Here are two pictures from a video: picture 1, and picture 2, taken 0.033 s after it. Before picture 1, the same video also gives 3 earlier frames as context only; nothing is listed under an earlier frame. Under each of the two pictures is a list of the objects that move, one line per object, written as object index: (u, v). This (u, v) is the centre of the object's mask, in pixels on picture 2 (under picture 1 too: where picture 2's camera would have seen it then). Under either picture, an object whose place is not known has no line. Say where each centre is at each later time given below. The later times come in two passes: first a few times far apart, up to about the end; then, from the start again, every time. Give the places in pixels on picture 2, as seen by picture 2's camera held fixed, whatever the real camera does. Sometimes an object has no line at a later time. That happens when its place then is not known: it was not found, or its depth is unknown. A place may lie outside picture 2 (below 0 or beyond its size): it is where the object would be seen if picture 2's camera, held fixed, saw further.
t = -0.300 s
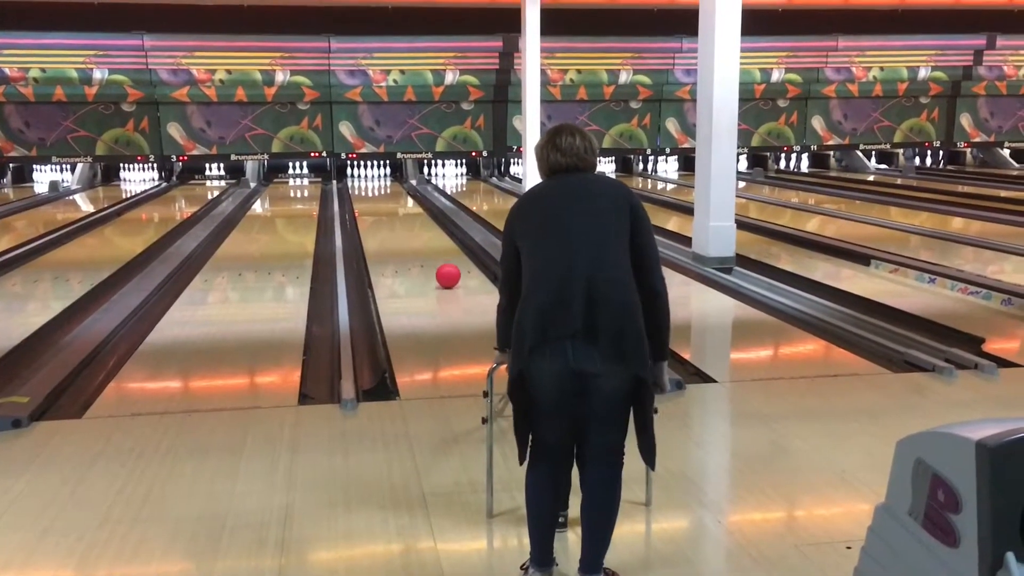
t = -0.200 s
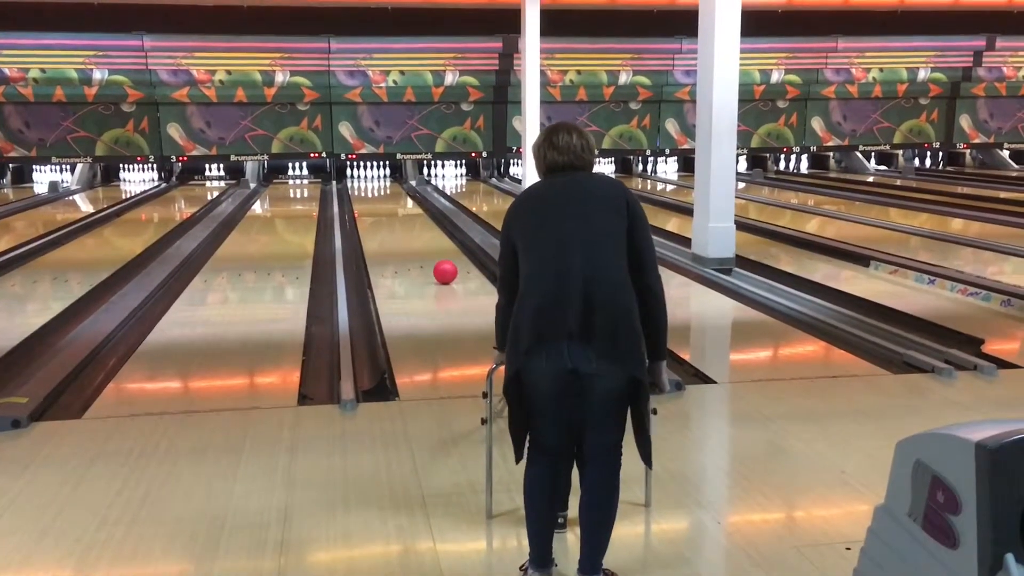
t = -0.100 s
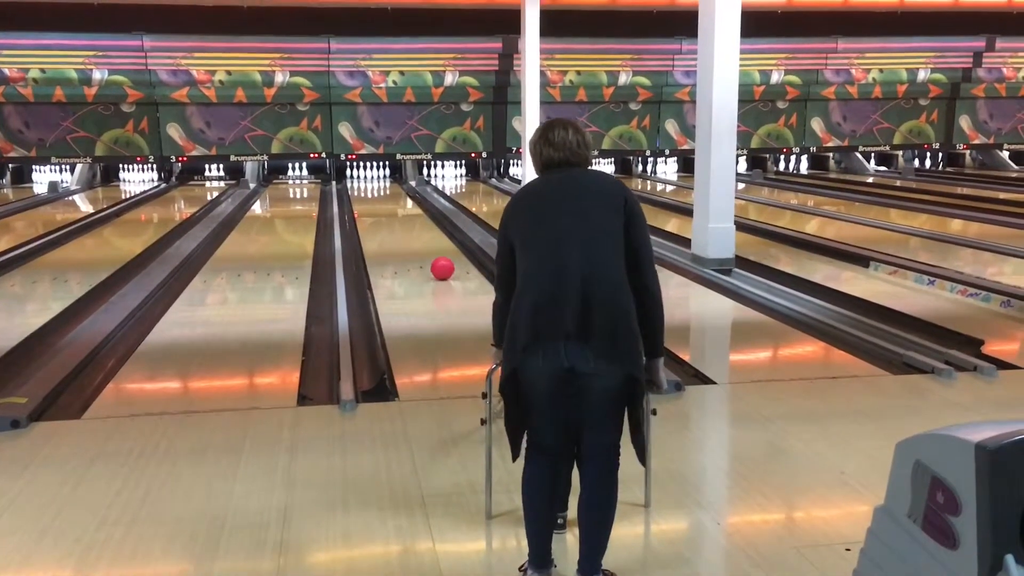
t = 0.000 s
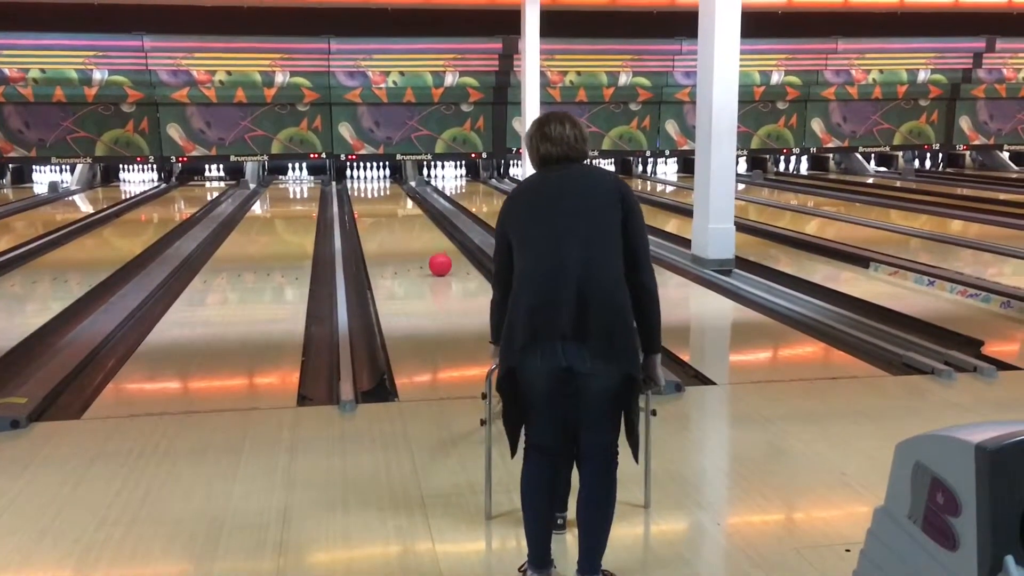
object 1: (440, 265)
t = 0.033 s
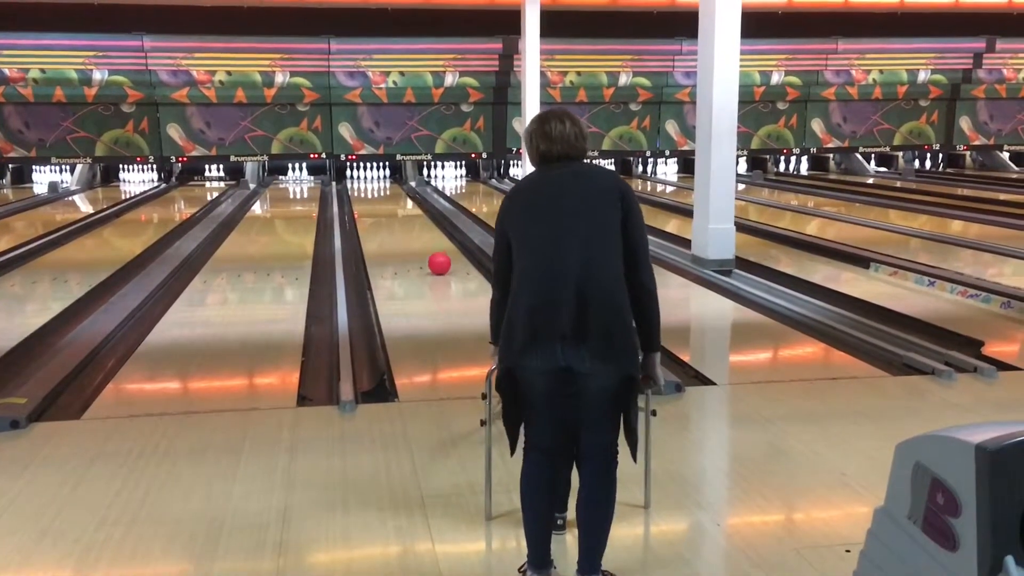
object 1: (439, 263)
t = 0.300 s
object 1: (434, 254)
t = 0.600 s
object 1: (428, 244)
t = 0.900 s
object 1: (424, 237)
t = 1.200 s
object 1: (419, 229)
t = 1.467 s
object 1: (416, 224)
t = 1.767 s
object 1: (413, 218)
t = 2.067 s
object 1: (409, 213)
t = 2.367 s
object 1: (406, 209)
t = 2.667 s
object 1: (403, 204)
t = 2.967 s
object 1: (401, 201)
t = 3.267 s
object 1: (399, 198)
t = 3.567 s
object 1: (396, 194)
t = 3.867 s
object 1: (394, 191)
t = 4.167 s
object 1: (392, 189)
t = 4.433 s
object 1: (391, 186)
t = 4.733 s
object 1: (389, 184)
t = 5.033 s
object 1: (388, 183)
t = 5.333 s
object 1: (386, 181)
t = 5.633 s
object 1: (383, 179)
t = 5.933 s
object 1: (384, 177)
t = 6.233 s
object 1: (390, 175)
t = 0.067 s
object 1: (439, 262)
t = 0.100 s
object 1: (438, 261)
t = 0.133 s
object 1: (437, 260)
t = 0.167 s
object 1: (436, 258)
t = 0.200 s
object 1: (436, 257)
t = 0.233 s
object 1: (435, 256)
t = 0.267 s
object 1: (435, 255)
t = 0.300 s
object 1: (434, 254)
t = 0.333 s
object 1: (433, 253)
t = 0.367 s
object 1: (433, 251)
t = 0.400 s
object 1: (432, 250)
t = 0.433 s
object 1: (431, 249)
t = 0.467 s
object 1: (431, 248)
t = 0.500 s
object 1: (430, 247)
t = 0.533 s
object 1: (430, 246)
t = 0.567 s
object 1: (429, 245)
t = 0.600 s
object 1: (428, 244)
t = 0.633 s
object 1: (428, 243)
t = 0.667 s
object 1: (427, 242)
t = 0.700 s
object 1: (427, 241)
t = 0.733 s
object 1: (426, 241)
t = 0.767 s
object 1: (426, 239)
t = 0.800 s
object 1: (425, 239)
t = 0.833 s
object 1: (425, 238)
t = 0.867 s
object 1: (424, 237)
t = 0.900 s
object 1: (424, 237)
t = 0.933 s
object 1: (423, 235)
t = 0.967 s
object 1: (423, 235)
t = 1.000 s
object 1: (422, 234)
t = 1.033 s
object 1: (422, 233)
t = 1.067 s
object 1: (421, 232)
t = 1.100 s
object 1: (421, 232)
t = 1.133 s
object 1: (420, 231)
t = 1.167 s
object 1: (420, 230)
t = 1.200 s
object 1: (419, 229)
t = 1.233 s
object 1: (419, 229)
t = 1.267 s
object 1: (419, 228)
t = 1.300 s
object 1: (418, 227)
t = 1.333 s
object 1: (417, 227)
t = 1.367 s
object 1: (417, 226)
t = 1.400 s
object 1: (417, 225)
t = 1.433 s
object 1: (416, 225)
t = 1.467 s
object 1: (416, 224)
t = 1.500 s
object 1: (416, 224)
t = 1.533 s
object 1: (415, 223)
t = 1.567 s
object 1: (415, 222)
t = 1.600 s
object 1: (414, 221)
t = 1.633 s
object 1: (414, 221)
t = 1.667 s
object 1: (414, 220)
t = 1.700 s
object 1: (413, 220)
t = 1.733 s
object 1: (413, 219)
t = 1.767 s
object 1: (413, 218)
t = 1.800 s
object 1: (412, 218)
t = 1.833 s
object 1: (412, 217)
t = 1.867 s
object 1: (411, 217)
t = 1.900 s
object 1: (411, 216)
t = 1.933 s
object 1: (410, 215)
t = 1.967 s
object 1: (410, 215)
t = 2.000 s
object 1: (410, 214)
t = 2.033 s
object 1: (410, 214)
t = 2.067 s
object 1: (409, 213)
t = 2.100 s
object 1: (409, 213)
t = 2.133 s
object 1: (408, 212)
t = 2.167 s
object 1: (408, 212)
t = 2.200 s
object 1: (408, 211)
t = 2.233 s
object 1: (407, 210)
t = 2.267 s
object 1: (407, 210)
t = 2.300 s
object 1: (407, 210)
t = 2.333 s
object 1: (407, 210)
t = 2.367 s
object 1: (406, 209)
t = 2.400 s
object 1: (406, 208)
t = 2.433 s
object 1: (405, 208)
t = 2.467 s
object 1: (405, 207)
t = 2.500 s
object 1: (405, 207)
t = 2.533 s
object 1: (404, 207)
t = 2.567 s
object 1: (404, 206)
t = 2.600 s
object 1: (404, 206)
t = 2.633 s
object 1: (403, 204)
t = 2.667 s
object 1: (403, 204)
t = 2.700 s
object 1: (403, 203)
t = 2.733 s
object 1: (403, 203)
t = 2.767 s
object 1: (402, 203)
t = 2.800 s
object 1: (402, 203)
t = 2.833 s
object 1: (402, 202)
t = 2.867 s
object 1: (401, 202)
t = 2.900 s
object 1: (401, 202)
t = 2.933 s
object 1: (401, 202)
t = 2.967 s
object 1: (401, 201)
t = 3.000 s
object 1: (400, 201)
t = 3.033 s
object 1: (401, 200)
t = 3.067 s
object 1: (400, 200)
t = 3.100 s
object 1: (400, 200)
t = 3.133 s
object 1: (400, 200)
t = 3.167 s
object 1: (400, 200)
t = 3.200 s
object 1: (399, 199)
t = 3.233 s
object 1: (399, 199)
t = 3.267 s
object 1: (399, 198)
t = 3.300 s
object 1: (399, 198)
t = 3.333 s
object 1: (399, 197)
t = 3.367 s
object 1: (398, 197)
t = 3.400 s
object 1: (398, 196)
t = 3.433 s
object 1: (397, 196)
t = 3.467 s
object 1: (397, 195)
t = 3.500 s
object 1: (397, 195)
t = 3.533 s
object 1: (396, 194)
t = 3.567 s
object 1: (396, 194)
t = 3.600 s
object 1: (396, 194)
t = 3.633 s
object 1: (396, 194)
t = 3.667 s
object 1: (395, 194)
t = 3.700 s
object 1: (395, 193)
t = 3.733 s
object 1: (395, 193)
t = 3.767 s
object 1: (395, 192)
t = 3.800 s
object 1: (394, 192)
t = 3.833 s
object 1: (394, 192)
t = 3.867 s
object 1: (394, 191)
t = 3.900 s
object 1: (394, 191)
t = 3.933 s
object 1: (393, 191)
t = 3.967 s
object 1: (393, 190)
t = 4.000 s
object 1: (393, 190)
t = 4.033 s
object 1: (393, 190)
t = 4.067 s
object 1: (392, 190)
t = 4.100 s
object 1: (392, 189)
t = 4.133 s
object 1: (392, 189)
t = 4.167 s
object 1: (392, 189)
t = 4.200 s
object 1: (392, 188)
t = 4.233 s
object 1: (391, 188)
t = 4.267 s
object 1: (391, 188)
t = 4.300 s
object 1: (391, 187)
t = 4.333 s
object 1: (391, 187)
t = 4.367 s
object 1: (391, 187)
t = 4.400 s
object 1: (391, 187)
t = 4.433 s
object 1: (391, 186)
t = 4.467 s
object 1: (390, 186)
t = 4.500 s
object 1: (390, 186)
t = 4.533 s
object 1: (390, 186)
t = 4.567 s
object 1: (390, 185)
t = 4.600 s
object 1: (390, 185)
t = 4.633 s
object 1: (390, 185)
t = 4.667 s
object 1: (390, 185)
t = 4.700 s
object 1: (389, 185)
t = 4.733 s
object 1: (389, 184)
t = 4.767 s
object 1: (389, 184)
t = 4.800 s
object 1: (389, 184)
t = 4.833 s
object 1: (389, 184)
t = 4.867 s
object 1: (388, 183)
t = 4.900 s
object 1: (388, 183)
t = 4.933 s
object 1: (388, 183)
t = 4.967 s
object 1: (388, 183)
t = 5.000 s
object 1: (388, 183)
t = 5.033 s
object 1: (388, 183)
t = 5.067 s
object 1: (387, 182)
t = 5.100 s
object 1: (388, 182)
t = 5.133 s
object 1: (387, 182)
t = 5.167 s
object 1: (387, 182)
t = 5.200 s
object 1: (387, 181)
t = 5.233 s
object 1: (386, 182)
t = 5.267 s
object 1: (386, 181)
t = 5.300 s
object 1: (386, 181)
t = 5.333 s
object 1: (386, 181)
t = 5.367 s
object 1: (386, 180)
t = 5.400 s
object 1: (385, 180)
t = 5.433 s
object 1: (385, 179)
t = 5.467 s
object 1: (384, 179)
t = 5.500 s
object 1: (384, 179)
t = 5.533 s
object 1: (384, 179)
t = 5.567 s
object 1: (384, 179)
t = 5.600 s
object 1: (384, 179)
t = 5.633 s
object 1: (383, 179)
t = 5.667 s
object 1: (383, 179)
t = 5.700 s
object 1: (383, 179)
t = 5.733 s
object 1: (383, 179)
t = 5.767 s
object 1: (383, 178)
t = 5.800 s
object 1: (383, 179)
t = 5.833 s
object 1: (382, 178)
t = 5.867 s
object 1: (383, 177)
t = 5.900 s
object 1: (383, 177)
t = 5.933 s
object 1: (384, 177)
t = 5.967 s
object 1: (384, 176)
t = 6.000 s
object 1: (385, 176)
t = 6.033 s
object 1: (386, 176)
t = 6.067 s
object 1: (387, 176)
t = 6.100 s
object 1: (388, 176)
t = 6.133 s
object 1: (389, 176)
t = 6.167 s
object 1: (389, 176)
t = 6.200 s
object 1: (390, 175)
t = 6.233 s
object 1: (390, 175)
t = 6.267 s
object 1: (391, 175)
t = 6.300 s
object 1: (393, 175)
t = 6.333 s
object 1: (393, 175)
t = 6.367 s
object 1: (394, 176)
